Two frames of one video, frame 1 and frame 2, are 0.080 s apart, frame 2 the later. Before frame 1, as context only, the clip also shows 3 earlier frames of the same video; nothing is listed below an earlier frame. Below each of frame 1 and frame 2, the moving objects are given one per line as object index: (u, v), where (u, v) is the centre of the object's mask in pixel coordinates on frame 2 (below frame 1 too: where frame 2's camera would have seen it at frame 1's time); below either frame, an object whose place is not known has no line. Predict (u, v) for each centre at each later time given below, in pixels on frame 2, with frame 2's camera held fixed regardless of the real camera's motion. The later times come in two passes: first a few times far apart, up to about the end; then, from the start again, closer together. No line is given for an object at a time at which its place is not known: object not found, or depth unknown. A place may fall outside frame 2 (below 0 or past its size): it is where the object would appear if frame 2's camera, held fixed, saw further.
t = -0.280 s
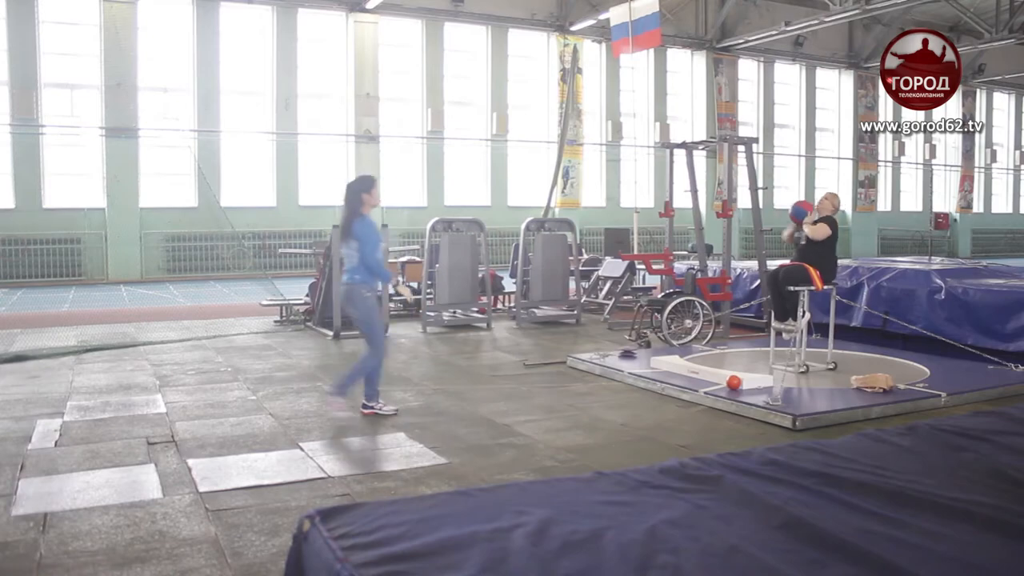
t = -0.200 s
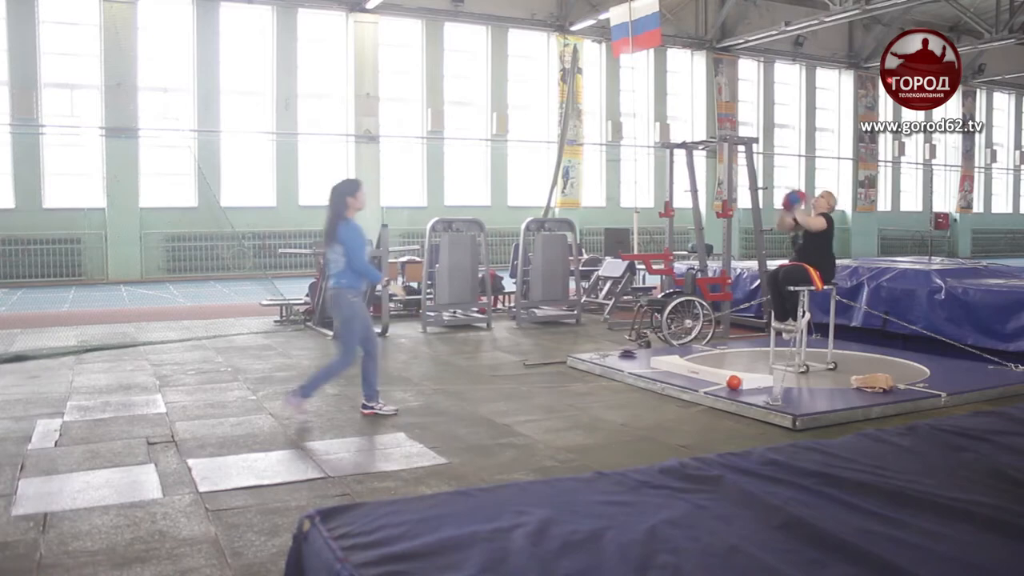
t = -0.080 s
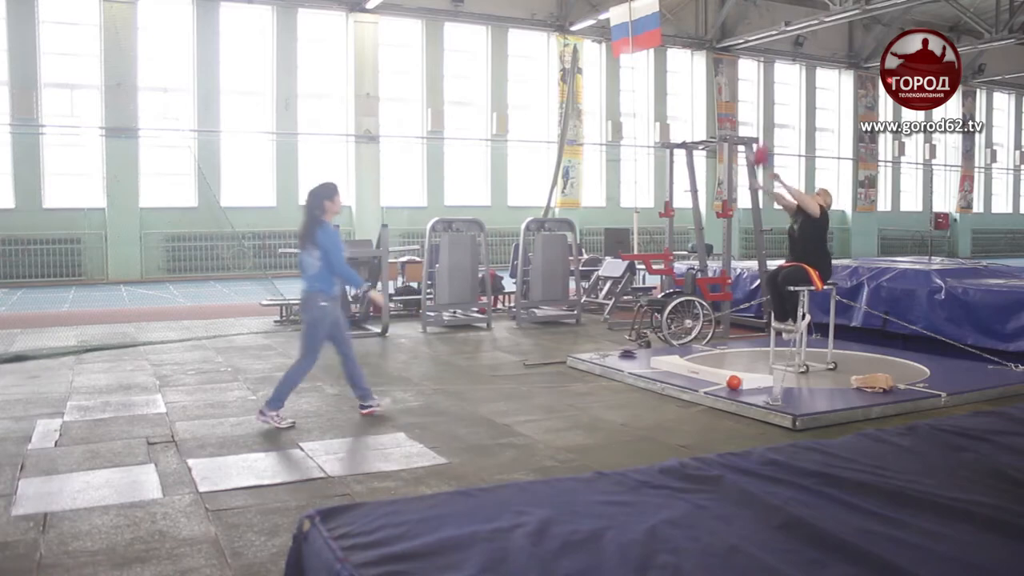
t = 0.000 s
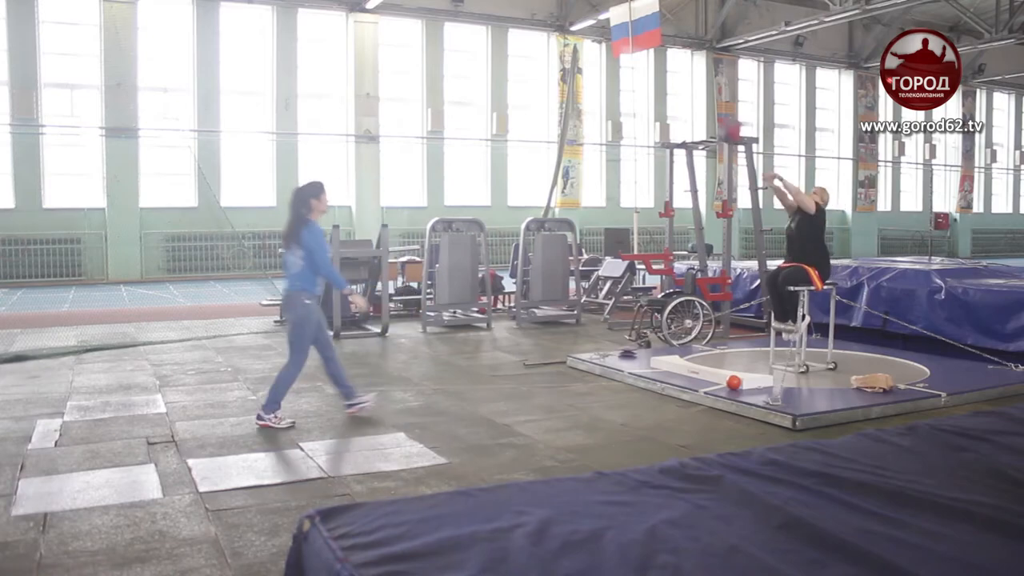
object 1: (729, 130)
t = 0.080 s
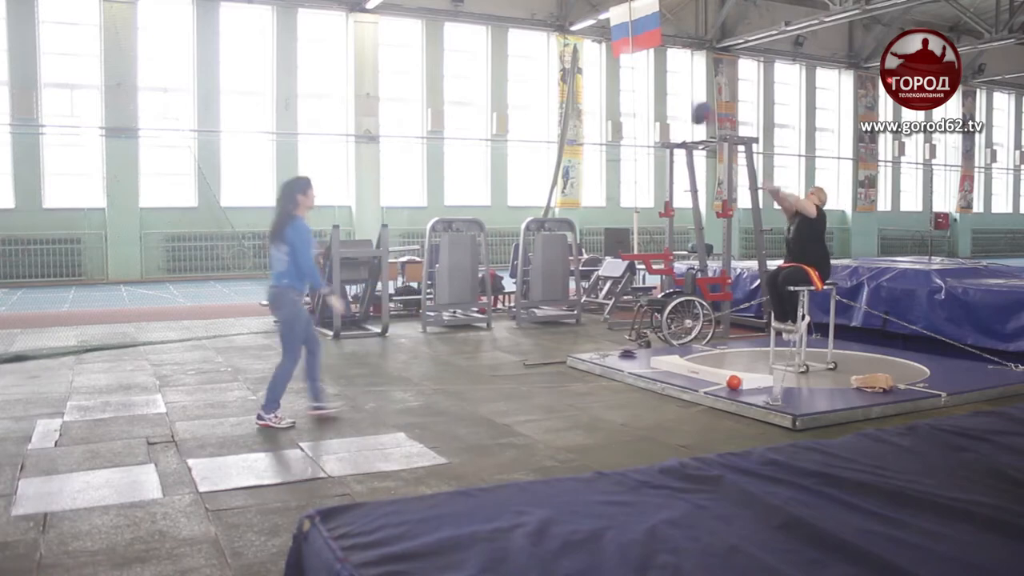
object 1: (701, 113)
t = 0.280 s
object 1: (616, 100)
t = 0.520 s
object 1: (502, 155)
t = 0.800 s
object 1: (350, 343)
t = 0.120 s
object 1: (685, 107)
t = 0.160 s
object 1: (667, 102)
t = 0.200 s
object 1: (655, 99)
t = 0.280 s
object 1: (616, 100)
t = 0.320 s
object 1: (602, 103)
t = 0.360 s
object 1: (580, 110)
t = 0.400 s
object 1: (567, 115)
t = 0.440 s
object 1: (544, 127)
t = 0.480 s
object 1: (524, 140)
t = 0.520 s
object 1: (502, 155)
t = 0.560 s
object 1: (486, 174)
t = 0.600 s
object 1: (462, 194)
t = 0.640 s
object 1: (439, 218)
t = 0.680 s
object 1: (419, 243)
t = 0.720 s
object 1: (395, 273)
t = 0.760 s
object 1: (373, 308)
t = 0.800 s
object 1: (350, 343)
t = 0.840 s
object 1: (331, 382)
